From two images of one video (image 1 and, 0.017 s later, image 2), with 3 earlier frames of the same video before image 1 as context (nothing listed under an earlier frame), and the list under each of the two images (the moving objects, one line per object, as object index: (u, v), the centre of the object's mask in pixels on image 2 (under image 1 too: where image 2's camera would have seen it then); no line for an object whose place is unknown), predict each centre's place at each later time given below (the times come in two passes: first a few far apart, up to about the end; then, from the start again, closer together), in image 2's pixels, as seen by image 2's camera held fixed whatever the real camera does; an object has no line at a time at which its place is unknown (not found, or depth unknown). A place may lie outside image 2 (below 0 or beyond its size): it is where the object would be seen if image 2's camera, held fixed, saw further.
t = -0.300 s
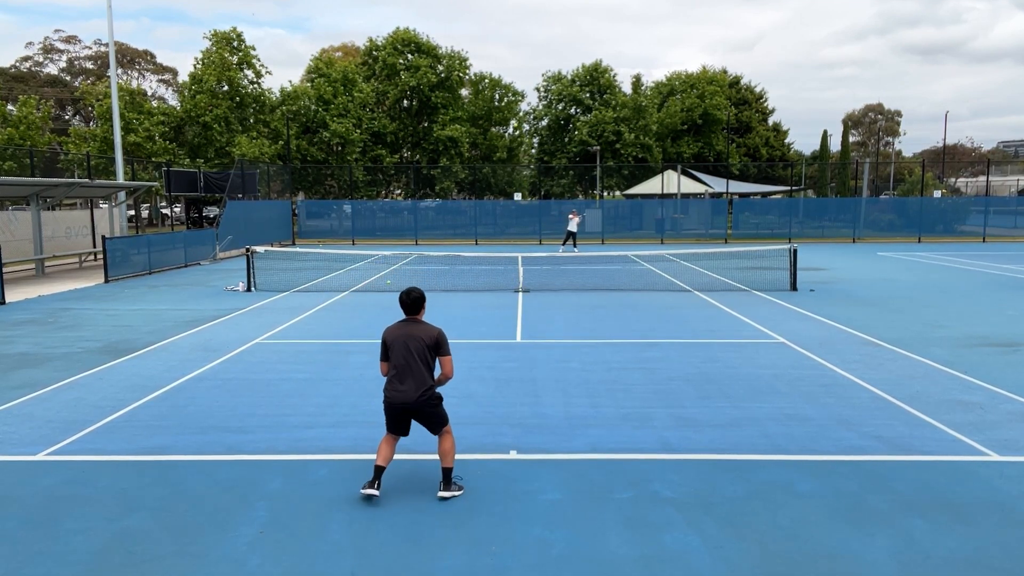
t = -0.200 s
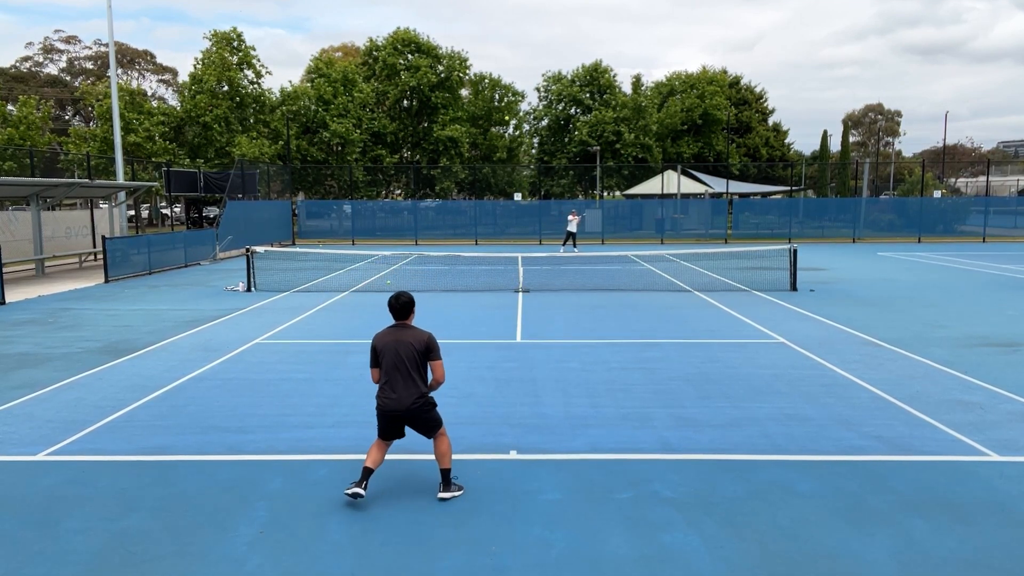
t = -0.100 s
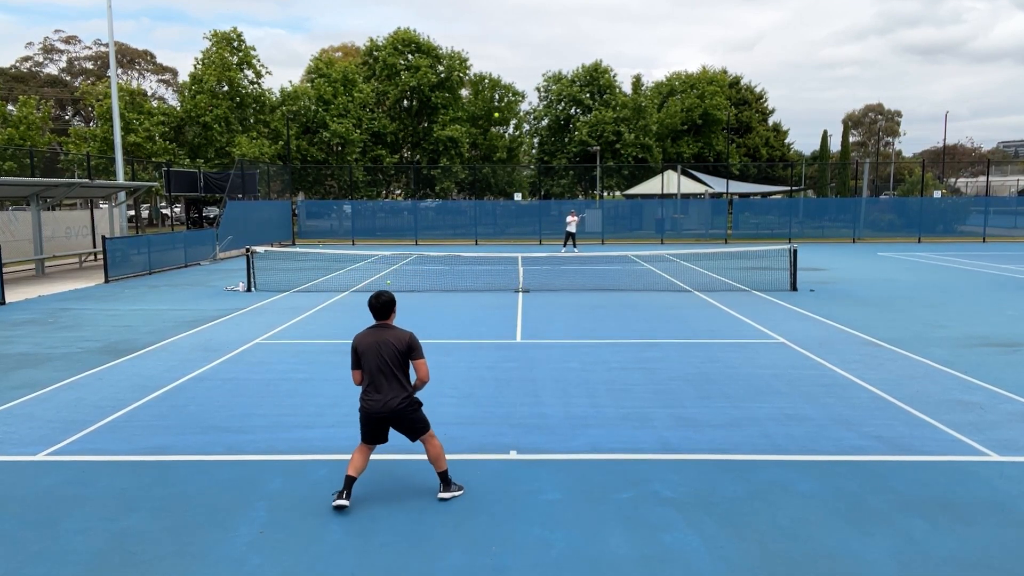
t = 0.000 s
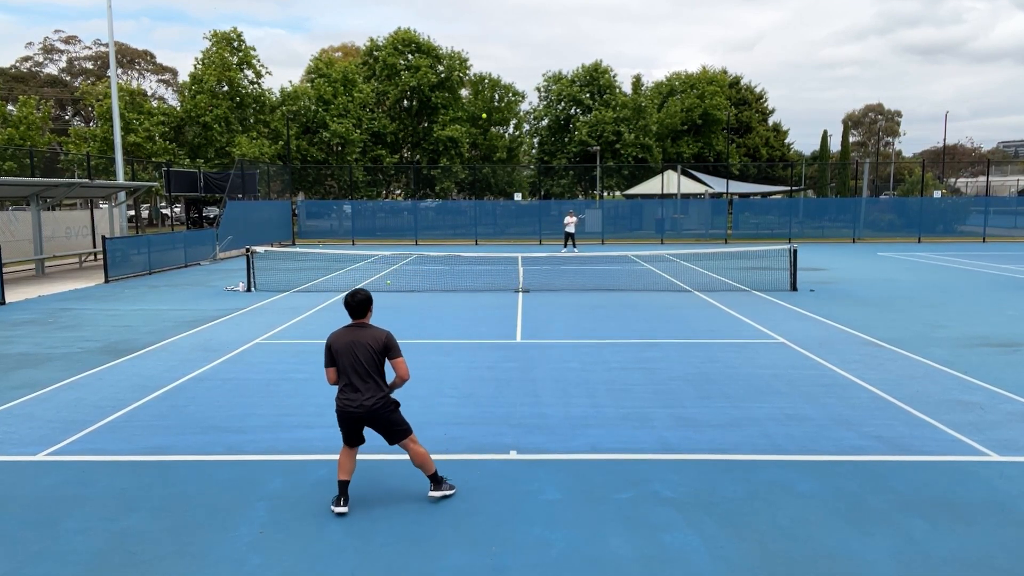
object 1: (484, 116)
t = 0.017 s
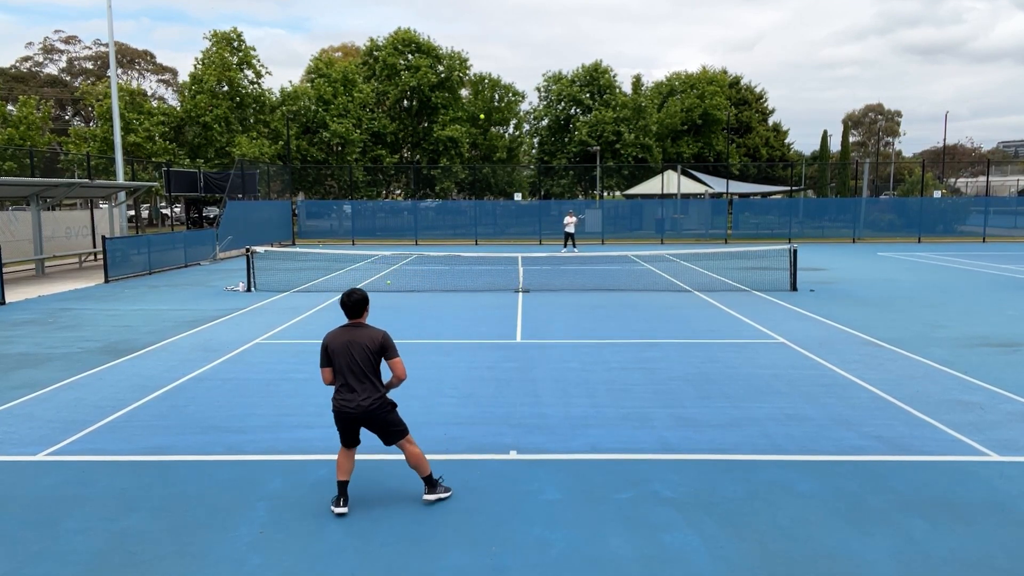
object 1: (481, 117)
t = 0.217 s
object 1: (449, 138)
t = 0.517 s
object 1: (371, 239)
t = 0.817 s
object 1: (237, 419)
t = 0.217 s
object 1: (449, 138)
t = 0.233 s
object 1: (446, 141)
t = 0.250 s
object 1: (442, 144)
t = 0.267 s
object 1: (439, 148)
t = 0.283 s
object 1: (435, 152)
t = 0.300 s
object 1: (432, 155)
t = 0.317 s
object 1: (428, 160)
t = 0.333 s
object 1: (424, 165)
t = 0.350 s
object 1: (420, 169)
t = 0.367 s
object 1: (415, 175)
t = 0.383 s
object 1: (411, 180)
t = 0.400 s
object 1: (407, 187)
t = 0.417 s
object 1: (402, 193)
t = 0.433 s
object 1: (397, 199)
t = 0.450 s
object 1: (392, 206)
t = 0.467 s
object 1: (387, 214)
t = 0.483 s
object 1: (382, 222)
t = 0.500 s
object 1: (377, 231)
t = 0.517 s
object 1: (371, 239)
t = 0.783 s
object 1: (250, 435)
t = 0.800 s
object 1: (244, 427)
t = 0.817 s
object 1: (237, 419)
